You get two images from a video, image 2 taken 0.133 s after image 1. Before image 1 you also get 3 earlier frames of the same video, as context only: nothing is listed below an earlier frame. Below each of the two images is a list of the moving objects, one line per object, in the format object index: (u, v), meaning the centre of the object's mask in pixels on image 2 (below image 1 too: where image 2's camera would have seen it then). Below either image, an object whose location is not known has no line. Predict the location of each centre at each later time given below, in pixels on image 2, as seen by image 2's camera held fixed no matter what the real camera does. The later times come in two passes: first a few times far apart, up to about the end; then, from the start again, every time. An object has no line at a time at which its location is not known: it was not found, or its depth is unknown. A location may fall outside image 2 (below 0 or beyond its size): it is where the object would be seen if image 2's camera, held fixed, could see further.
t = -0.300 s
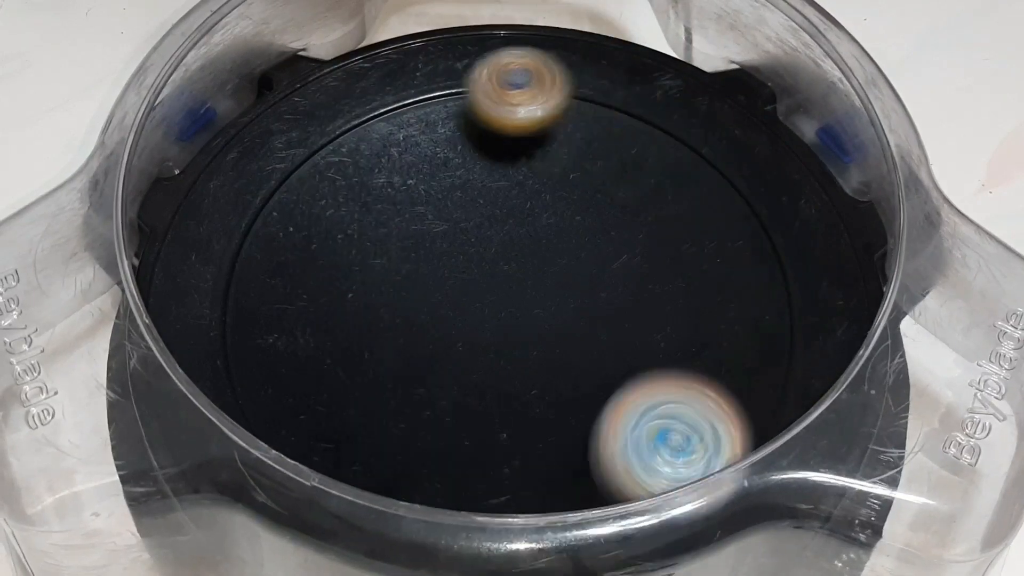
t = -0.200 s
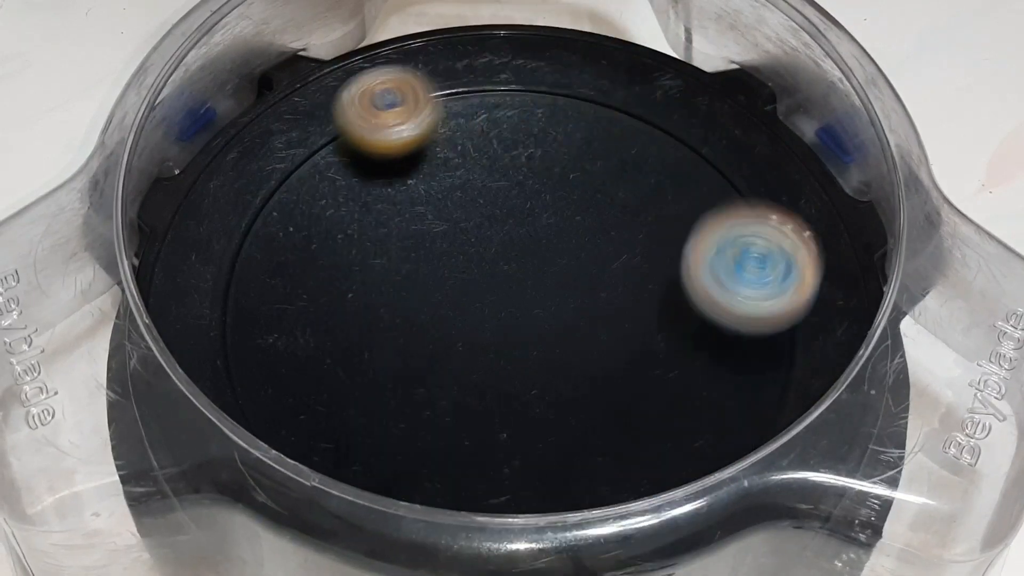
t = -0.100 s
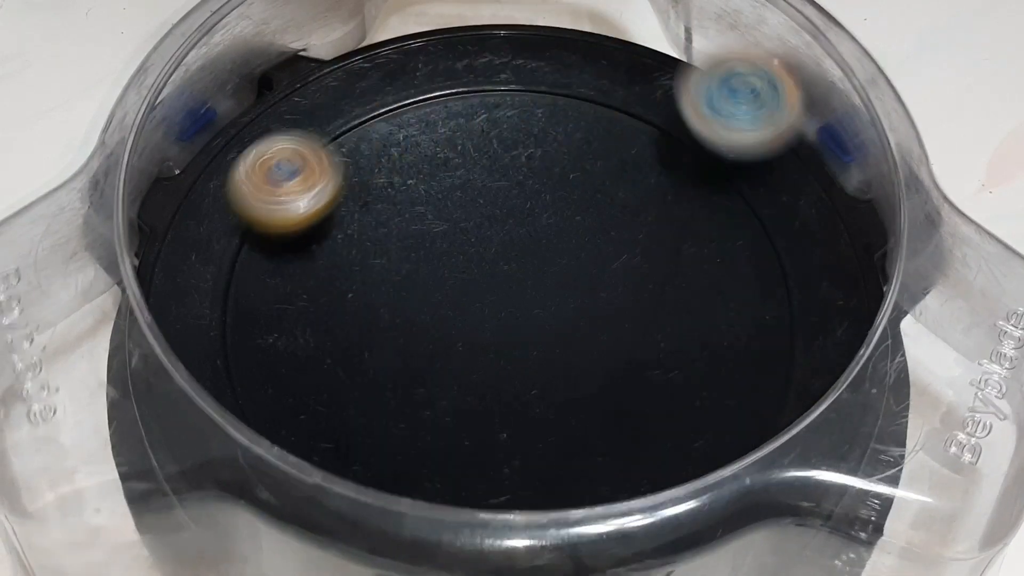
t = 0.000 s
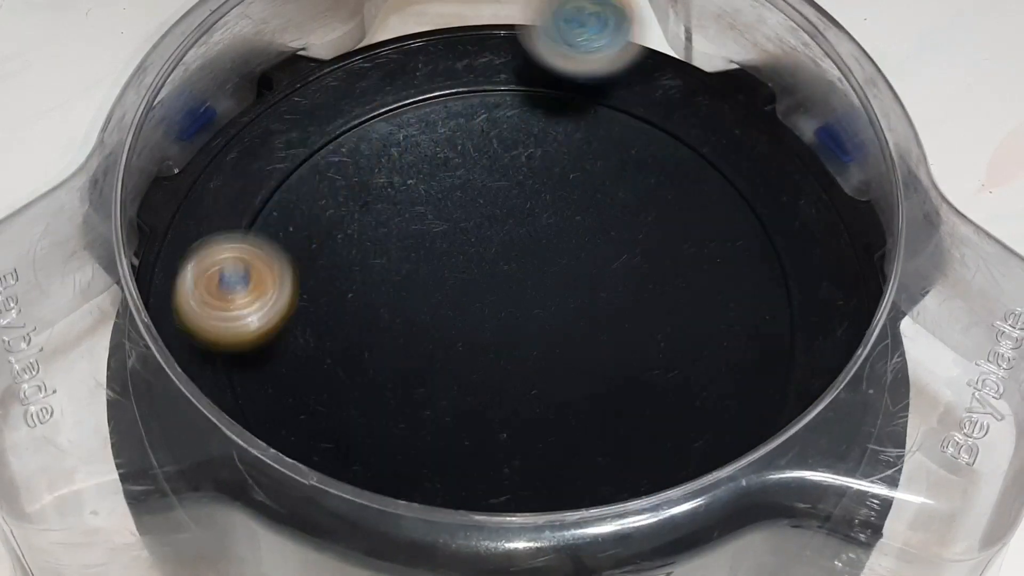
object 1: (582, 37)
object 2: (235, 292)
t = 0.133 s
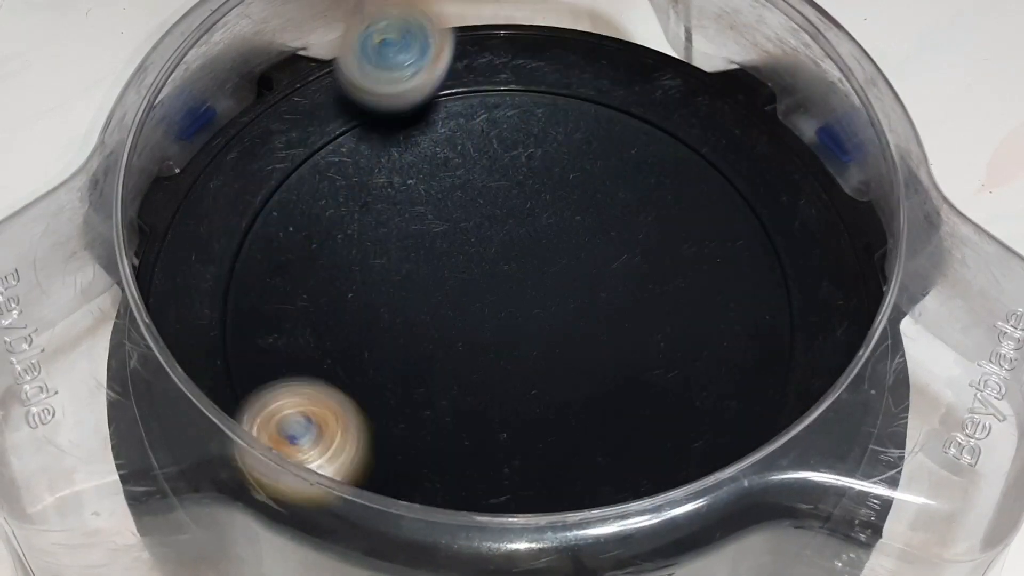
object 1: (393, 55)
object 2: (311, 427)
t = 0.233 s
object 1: (358, 248)
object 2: (436, 482)
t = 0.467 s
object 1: (593, 478)
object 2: (732, 402)
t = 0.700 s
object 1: (760, 264)
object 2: (705, 91)
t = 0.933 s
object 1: (575, 77)
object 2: (431, 49)
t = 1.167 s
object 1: (337, 252)
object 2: (219, 191)
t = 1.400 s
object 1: (503, 517)
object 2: (268, 386)
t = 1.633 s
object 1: (763, 350)
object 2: (515, 462)
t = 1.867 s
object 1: (571, 128)
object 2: (675, 359)
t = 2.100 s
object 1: (255, 227)
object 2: (665, 226)
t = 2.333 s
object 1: (416, 470)
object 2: (548, 169)
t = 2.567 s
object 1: (771, 340)
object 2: (423, 216)
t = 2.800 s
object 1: (597, 83)
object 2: (378, 321)
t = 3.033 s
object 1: (248, 193)
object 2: (444, 401)
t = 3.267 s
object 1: (615, 472)
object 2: (557, 387)
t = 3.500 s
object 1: (646, 91)
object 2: (600, 305)
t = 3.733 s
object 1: (240, 342)
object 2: (560, 235)
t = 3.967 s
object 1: (769, 382)
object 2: (489, 226)
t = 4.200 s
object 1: (517, 62)
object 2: (442, 271)
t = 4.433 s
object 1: (320, 430)
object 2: (456, 328)
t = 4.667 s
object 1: (779, 349)
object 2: (507, 348)
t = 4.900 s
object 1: (553, 61)
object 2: (542, 329)
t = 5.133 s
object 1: (241, 346)
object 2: (548, 298)
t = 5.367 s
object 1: (649, 457)
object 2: (526, 273)
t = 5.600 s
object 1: (714, 236)
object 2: (495, 270)
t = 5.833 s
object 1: (501, 117)
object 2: (476, 288)
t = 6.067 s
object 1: (289, 200)
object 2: (479, 312)
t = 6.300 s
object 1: (393, 389)
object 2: (498, 322)
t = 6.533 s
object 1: (602, 369)
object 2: (538, 273)
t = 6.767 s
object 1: (670, 252)
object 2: (513, 217)
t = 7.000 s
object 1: (588, 193)
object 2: (473, 225)
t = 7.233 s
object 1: (595, 232)
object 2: (299, 296)
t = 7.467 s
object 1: (615, 315)
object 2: (348, 360)
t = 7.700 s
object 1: (630, 345)
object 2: (458, 364)
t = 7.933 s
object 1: (670, 322)
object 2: (437, 301)
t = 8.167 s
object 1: (580, 291)
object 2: (449, 292)
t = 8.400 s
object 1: (531, 319)
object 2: (409, 279)
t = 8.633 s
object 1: (511, 352)
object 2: (429, 264)
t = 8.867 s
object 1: (501, 355)
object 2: (481, 248)
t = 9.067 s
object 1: (500, 349)
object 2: (522, 254)
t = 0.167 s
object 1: (380, 108)
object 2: (347, 450)
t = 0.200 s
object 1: (366, 177)
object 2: (390, 469)
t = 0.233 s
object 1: (358, 248)
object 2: (436, 482)
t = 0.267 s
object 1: (360, 320)
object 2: (483, 489)
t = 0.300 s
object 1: (374, 394)
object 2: (532, 489)
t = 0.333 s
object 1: (401, 445)
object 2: (582, 483)
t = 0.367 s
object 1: (431, 509)
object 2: (627, 470)
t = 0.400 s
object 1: (482, 535)
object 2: (669, 453)
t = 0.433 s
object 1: (539, 526)
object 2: (705, 430)
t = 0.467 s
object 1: (593, 478)
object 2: (732, 402)
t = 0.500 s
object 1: (643, 457)
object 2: (748, 372)
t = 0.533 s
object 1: (686, 428)
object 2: (752, 334)
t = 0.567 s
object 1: (725, 390)
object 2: (753, 289)
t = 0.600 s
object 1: (744, 366)
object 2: (758, 236)
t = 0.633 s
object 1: (754, 333)
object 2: (752, 179)
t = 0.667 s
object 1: (759, 300)
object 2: (729, 129)
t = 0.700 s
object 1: (760, 264)
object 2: (705, 91)
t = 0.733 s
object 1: (753, 227)
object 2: (672, 58)
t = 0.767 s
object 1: (741, 193)
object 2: (622, 47)
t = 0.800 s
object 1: (724, 160)
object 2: (579, 40)
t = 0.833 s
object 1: (698, 130)
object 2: (537, 38)
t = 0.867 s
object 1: (661, 106)
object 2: (499, 38)
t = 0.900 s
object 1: (620, 88)
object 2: (465, 42)
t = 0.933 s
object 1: (575, 77)
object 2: (431, 49)
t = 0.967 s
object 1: (523, 74)
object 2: (399, 60)
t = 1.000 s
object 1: (478, 81)
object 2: (357, 73)
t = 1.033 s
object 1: (440, 99)
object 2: (312, 85)
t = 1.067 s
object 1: (407, 124)
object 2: (275, 99)
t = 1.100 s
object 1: (376, 160)
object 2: (253, 128)
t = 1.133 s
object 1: (353, 201)
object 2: (234, 160)
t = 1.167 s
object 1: (337, 252)
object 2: (219, 191)
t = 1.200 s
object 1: (328, 302)
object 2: (209, 222)
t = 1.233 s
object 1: (331, 357)
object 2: (204, 250)
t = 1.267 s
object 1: (346, 409)
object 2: (204, 278)
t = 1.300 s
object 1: (373, 455)
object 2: (210, 304)
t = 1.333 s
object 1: (409, 499)
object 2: (221, 330)
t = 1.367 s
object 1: (450, 520)
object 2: (240, 358)
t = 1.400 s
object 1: (503, 517)
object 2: (268, 386)
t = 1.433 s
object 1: (554, 521)
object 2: (301, 410)
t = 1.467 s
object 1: (609, 497)
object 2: (336, 429)
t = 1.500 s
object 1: (664, 488)
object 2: (374, 445)
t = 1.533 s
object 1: (701, 453)
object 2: (411, 455)
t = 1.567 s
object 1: (733, 415)
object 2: (447, 461)
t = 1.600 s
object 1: (761, 392)
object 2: (482, 463)
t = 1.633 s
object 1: (763, 350)
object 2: (515, 462)
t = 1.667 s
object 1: (762, 304)
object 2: (547, 456)
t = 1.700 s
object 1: (752, 264)
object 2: (576, 447)
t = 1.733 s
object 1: (731, 223)
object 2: (604, 432)
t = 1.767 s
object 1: (701, 190)
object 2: (625, 417)
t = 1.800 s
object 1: (661, 161)
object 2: (646, 399)
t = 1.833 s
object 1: (618, 141)
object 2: (661, 380)
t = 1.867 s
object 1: (571, 128)
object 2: (675, 359)
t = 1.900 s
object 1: (525, 121)
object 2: (683, 339)
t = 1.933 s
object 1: (476, 122)
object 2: (689, 318)
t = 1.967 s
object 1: (425, 129)
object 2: (690, 298)
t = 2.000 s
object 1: (374, 145)
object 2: (689, 278)
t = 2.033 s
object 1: (328, 167)
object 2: (683, 259)
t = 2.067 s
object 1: (288, 194)
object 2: (676, 241)
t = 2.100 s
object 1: (255, 227)
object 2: (665, 226)
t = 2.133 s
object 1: (229, 263)
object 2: (654, 211)
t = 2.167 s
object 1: (218, 302)
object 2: (639, 199)
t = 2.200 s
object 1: (224, 346)
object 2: (623, 189)
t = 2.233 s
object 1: (263, 380)
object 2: (605, 181)
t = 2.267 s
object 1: (305, 419)
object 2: (587, 175)
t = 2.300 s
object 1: (357, 449)
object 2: (567, 171)
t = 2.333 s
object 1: (416, 470)
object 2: (548, 169)
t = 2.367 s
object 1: (476, 482)
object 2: (527, 170)
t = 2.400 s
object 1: (538, 485)
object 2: (508, 173)
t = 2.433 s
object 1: (601, 473)
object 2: (488, 178)
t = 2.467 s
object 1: (661, 452)
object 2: (470, 185)
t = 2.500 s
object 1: (710, 421)
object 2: (453, 194)
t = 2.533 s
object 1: (750, 383)
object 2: (438, 204)
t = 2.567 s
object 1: (771, 340)
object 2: (423, 216)
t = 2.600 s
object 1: (775, 292)
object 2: (410, 229)
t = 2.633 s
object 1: (766, 245)
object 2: (399, 243)
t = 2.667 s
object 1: (747, 202)
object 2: (391, 259)
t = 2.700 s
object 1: (720, 163)
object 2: (384, 274)
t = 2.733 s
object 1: (684, 132)
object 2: (380, 290)
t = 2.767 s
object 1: (644, 104)
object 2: (377, 306)
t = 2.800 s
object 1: (597, 83)
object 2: (378, 321)
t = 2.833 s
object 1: (550, 71)
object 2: (380, 336)
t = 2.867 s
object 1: (498, 64)
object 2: (386, 351)
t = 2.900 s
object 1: (443, 67)
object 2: (393, 363)
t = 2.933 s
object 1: (389, 79)
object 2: (404, 375)
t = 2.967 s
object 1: (335, 106)
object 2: (415, 385)
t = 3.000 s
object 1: (285, 142)
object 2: (429, 394)
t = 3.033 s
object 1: (248, 193)
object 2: (444, 401)
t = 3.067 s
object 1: (226, 258)
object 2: (461, 406)
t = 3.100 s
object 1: (231, 328)
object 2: (478, 408)
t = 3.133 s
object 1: (276, 393)
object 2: (495, 408)
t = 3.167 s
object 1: (342, 444)
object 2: (512, 406)
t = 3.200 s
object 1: (426, 475)
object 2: (528, 401)
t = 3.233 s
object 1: (523, 487)
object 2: (544, 395)
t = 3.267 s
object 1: (615, 472)
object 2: (557, 387)
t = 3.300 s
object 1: (696, 435)
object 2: (570, 377)
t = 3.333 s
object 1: (759, 385)
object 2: (579, 367)
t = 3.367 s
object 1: (791, 322)
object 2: (588, 354)
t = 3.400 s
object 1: (790, 251)
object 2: (594, 343)
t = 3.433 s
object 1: (762, 183)
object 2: (598, 329)
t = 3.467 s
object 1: (713, 128)
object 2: (601, 317)
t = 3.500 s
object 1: (646, 91)
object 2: (600, 305)
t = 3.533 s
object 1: (571, 69)
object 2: (599, 293)
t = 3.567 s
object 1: (487, 64)
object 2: (595, 282)
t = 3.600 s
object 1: (403, 81)
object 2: (591, 270)
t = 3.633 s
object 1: (321, 116)
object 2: (586, 260)
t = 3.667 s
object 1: (260, 176)
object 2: (578, 251)
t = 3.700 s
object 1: (228, 261)
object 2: (570, 243)
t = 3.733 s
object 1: (240, 342)
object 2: (560, 235)
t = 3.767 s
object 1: (293, 407)
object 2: (551, 230)
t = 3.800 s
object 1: (372, 458)
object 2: (541, 226)
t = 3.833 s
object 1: (463, 482)
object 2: (530, 223)
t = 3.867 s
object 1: (554, 483)
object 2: (520, 221)
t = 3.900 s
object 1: (639, 464)
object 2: (508, 221)
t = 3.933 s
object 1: (711, 427)
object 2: (499, 223)
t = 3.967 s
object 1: (769, 382)
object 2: (489, 226)
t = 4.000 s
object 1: (792, 319)
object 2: (479, 230)
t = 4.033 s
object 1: (790, 251)
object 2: (471, 235)
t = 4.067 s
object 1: (763, 186)
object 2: (462, 240)
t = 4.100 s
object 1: (719, 135)
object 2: (456, 247)
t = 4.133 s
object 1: (662, 97)
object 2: (450, 255)
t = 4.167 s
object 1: (591, 72)
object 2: (446, 262)
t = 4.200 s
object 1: (517, 62)
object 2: (442, 271)
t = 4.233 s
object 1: (436, 70)
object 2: (441, 279)
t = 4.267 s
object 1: (355, 95)
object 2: (440, 288)
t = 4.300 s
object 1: (287, 142)
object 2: (440, 297)
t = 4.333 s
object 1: (240, 210)
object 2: (443, 306)
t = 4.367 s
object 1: (225, 294)
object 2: (445, 314)
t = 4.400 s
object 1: (256, 369)
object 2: (450, 321)
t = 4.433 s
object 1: (320, 430)
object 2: (456, 328)
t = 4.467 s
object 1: (402, 468)
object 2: (461, 334)
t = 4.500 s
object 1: (481, 483)
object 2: (469, 339)
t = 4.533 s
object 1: (563, 483)
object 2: (476, 343)
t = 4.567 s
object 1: (635, 465)
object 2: (483, 346)
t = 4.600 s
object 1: (696, 437)
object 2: (492, 348)
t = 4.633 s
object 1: (748, 398)
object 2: (499, 348)
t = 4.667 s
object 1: (779, 349)
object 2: (507, 348)
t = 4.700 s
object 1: (794, 293)
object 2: (514, 347)
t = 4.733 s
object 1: (784, 234)
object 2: (519, 345)
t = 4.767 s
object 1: (761, 182)
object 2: (526, 342)
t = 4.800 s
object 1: (723, 135)
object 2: (531, 340)
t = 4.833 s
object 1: (676, 100)
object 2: (535, 336)
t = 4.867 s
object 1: (616, 76)
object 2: (540, 333)
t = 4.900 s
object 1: (553, 61)
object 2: (542, 329)
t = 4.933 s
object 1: (483, 61)
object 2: (545, 324)
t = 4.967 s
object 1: (413, 72)
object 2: (548, 321)
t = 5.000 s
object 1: (343, 99)
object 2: (549, 316)
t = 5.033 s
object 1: (283, 142)
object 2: (550, 311)
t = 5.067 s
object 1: (243, 204)
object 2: (550, 307)
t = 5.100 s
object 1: (226, 272)
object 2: (549, 302)
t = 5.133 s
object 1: (241, 346)
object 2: (548, 298)
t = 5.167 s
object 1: (288, 402)
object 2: (547, 293)
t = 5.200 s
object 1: (353, 448)
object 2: (544, 289)
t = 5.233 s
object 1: (413, 483)
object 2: (542, 284)
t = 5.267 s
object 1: (483, 483)
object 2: (538, 281)
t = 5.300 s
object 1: (543, 484)
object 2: (533, 278)
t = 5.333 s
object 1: (600, 475)
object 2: (530, 275)
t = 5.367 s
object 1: (649, 457)
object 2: (526, 273)
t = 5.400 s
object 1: (694, 432)
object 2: (521, 271)
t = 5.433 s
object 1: (733, 409)
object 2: (517, 270)
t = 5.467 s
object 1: (748, 373)
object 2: (512, 269)
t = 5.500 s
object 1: (751, 337)
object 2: (507, 269)
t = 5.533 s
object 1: (745, 301)
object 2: (504, 269)
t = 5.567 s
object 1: (733, 266)
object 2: (499, 269)
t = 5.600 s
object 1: (714, 236)
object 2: (495, 270)
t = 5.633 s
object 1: (689, 208)
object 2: (491, 271)
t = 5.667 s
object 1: (663, 184)
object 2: (487, 273)
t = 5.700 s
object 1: (634, 163)
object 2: (484, 275)
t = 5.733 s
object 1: (603, 147)
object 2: (482, 277)
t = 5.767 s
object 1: (570, 134)
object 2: (479, 281)
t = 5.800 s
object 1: (535, 122)
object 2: (477, 284)
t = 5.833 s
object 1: (501, 117)
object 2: (476, 288)
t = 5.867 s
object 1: (465, 113)
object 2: (475, 292)
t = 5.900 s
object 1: (430, 115)
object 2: (474, 295)
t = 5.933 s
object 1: (395, 123)
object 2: (474, 299)
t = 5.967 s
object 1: (361, 135)
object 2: (475, 303)
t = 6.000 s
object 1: (331, 152)
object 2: (475, 306)
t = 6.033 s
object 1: (308, 174)
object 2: (477, 309)
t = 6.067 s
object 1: (289, 200)
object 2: (479, 312)
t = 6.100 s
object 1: (279, 232)
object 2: (480, 314)
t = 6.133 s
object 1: (279, 265)
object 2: (483, 316)
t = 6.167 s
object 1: (287, 297)
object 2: (486, 319)
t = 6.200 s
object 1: (304, 325)
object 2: (488, 320)
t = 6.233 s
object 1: (328, 349)
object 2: (492, 321)
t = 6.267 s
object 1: (359, 372)
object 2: (495, 322)
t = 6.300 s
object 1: (393, 389)
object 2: (498, 322)
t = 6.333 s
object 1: (428, 401)
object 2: (503, 320)
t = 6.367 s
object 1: (461, 406)
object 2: (509, 316)
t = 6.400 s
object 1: (490, 408)
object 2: (517, 307)
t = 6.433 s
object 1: (516, 406)
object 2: (524, 297)
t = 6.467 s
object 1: (544, 397)
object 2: (530, 288)
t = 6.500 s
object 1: (573, 385)
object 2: (535, 279)
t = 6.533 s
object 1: (602, 369)
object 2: (538, 273)
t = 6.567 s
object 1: (624, 351)
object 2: (541, 266)
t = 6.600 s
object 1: (639, 332)
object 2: (544, 261)
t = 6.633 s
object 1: (649, 314)
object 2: (547, 256)
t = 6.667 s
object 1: (652, 295)
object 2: (548, 252)
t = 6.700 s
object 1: (660, 283)
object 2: (538, 238)
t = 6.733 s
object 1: (666, 268)
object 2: (525, 225)
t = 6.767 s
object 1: (670, 252)
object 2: (513, 217)
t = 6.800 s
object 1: (668, 238)
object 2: (502, 212)
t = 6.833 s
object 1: (664, 223)
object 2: (493, 210)
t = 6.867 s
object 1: (656, 212)
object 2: (486, 211)
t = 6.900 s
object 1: (643, 201)
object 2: (482, 213)
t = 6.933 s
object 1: (627, 195)
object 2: (478, 216)
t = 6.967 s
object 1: (608, 192)
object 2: (476, 221)
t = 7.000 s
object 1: (588, 193)
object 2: (473, 225)
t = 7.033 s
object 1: (593, 196)
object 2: (433, 229)
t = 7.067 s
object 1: (598, 199)
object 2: (390, 238)
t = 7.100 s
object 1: (599, 204)
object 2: (356, 245)
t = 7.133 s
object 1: (597, 208)
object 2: (331, 255)
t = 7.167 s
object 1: (596, 215)
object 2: (315, 268)
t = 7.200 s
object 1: (595, 223)
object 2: (305, 282)
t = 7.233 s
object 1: (595, 232)
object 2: (299, 296)
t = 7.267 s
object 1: (596, 244)
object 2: (298, 309)
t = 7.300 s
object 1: (597, 256)
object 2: (300, 321)
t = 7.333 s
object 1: (600, 268)
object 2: (305, 332)
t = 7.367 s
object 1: (603, 281)
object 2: (314, 340)
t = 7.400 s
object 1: (606, 293)
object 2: (324, 348)
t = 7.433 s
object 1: (610, 304)
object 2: (335, 355)
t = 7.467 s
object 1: (615, 315)
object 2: (348, 360)
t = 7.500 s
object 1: (619, 324)
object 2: (361, 364)
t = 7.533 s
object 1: (625, 331)
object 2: (376, 367)
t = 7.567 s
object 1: (631, 337)
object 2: (392, 368)
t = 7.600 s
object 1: (634, 342)
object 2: (409, 369)
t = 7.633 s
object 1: (636, 345)
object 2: (426, 368)
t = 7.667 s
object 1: (634, 345)
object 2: (442, 367)
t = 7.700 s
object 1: (630, 345)
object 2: (458, 364)
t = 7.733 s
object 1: (626, 342)
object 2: (473, 361)
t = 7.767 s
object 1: (620, 340)
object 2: (488, 356)
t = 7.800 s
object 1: (632, 341)
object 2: (479, 345)
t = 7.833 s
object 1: (648, 340)
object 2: (462, 331)
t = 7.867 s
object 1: (661, 336)
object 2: (449, 318)
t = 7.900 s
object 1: (667, 330)
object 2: (441, 308)
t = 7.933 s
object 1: (670, 322)
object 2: (437, 301)
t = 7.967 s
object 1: (666, 314)
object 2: (436, 298)
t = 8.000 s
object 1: (659, 306)
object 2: (437, 297)
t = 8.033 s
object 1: (644, 299)
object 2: (441, 297)
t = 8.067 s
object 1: (627, 292)
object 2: (446, 297)
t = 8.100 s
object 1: (607, 290)
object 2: (453, 297)
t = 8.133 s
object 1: (587, 289)
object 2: (461, 297)
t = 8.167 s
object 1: (580, 291)
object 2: (449, 292)
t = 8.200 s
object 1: (575, 293)
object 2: (435, 289)
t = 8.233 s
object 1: (569, 296)
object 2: (427, 287)
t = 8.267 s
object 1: (559, 299)
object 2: (422, 288)
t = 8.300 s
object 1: (548, 301)
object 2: (420, 288)
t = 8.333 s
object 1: (539, 305)
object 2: (418, 286)
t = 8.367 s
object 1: (535, 313)
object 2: (413, 282)
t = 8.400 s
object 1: (531, 319)
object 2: (409, 279)
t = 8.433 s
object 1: (526, 326)
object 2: (408, 277)
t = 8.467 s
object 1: (521, 332)
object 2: (409, 275)
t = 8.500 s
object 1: (518, 336)
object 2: (411, 272)
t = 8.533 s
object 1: (516, 342)
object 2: (415, 270)
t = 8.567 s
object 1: (515, 346)
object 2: (419, 268)
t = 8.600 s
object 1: (513, 350)
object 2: (423, 266)
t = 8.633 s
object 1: (511, 352)
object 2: (429, 264)
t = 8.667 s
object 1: (508, 354)
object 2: (436, 262)
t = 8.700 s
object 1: (506, 353)
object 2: (442, 260)
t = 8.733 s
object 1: (506, 352)
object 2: (449, 258)
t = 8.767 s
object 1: (506, 350)
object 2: (457, 258)
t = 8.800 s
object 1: (506, 350)
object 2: (465, 257)
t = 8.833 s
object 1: (503, 350)
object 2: (474, 253)
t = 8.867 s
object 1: (501, 355)
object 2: (481, 248)
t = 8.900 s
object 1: (500, 357)
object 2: (488, 245)
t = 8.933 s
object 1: (499, 357)
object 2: (494, 244)
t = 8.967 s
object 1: (498, 356)
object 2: (500, 245)
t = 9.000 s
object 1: (499, 354)
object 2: (506, 248)
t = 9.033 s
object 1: (500, 351)
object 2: (514, 251)
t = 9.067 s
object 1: (500, 349)
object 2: (522, 254)
